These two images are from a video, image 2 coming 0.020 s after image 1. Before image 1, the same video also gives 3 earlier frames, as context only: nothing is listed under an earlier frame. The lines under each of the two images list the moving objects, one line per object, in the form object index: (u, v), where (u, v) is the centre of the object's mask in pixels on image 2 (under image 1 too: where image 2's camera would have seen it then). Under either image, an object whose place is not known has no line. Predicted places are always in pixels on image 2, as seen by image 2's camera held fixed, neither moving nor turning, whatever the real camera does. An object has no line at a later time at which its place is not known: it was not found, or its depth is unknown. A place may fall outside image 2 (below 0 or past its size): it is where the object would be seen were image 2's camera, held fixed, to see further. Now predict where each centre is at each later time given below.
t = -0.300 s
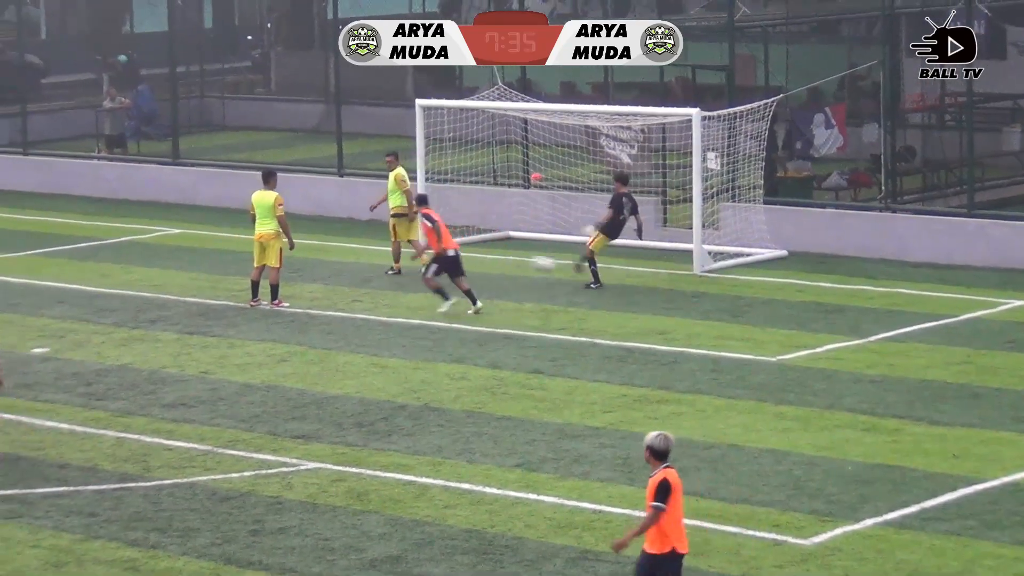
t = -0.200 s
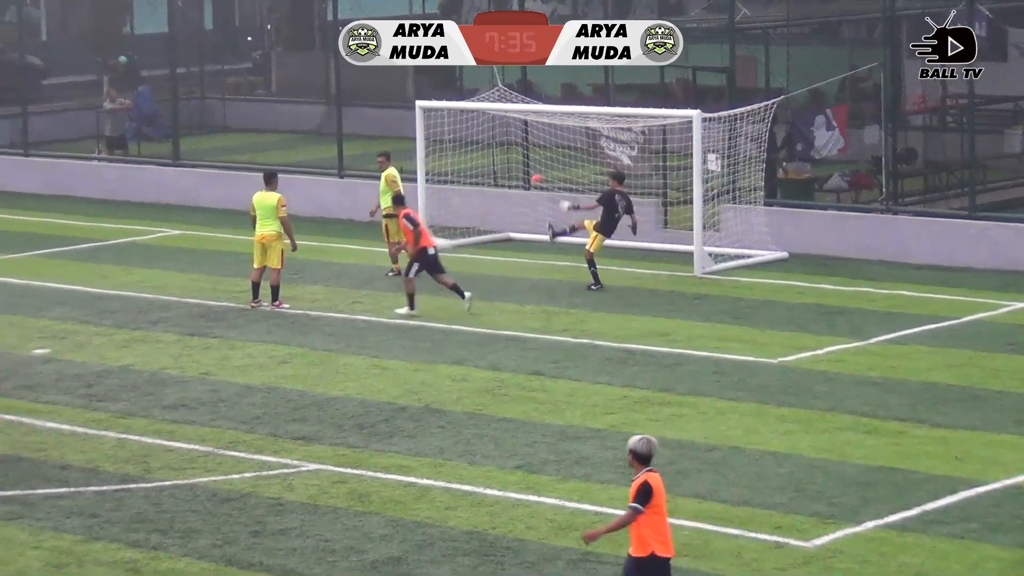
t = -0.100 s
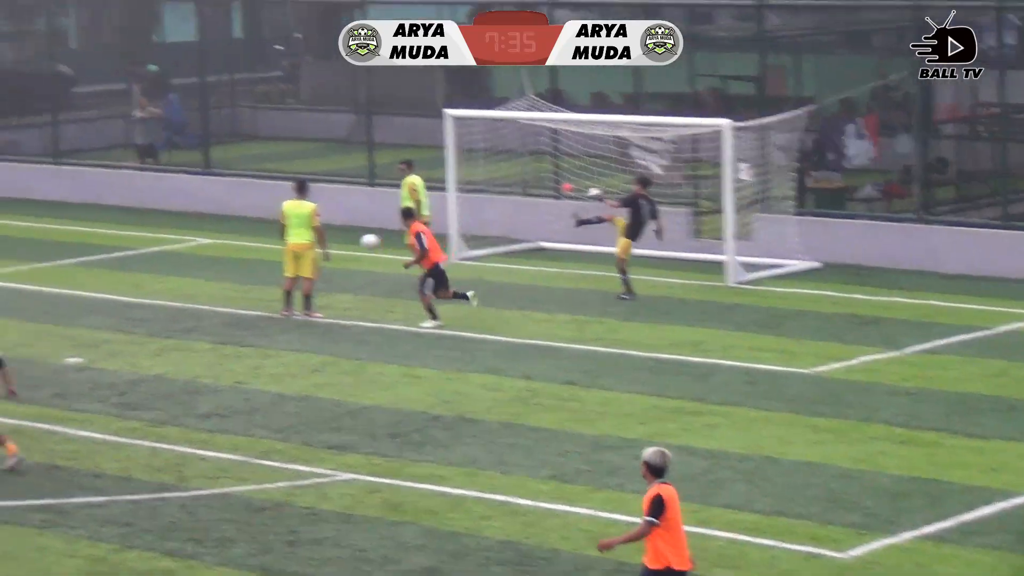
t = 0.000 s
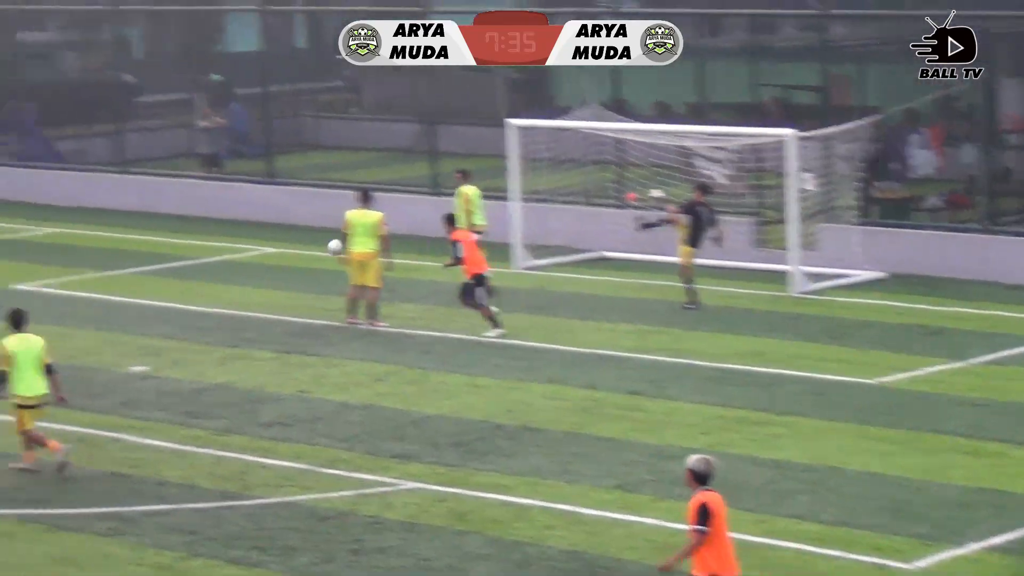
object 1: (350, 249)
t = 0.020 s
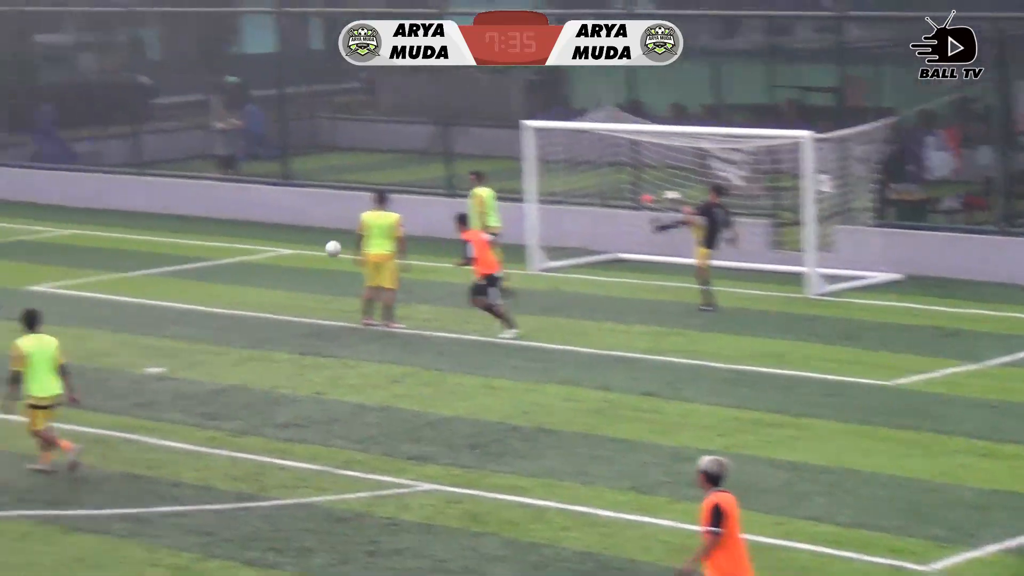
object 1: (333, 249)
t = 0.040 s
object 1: (316, 250)
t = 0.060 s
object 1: (298, 250)
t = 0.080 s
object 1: (280, 251)
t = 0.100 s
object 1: (262, 252)
